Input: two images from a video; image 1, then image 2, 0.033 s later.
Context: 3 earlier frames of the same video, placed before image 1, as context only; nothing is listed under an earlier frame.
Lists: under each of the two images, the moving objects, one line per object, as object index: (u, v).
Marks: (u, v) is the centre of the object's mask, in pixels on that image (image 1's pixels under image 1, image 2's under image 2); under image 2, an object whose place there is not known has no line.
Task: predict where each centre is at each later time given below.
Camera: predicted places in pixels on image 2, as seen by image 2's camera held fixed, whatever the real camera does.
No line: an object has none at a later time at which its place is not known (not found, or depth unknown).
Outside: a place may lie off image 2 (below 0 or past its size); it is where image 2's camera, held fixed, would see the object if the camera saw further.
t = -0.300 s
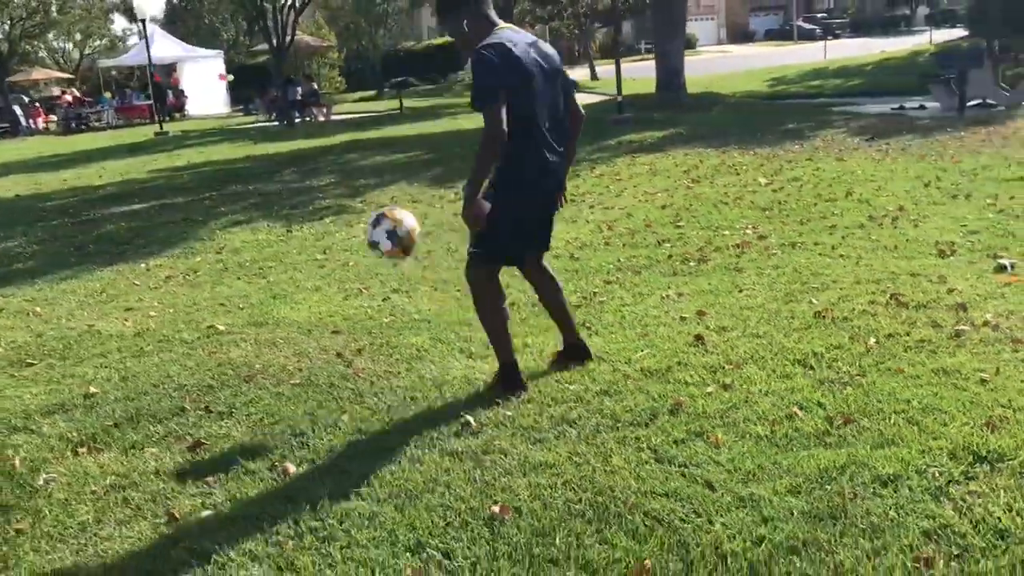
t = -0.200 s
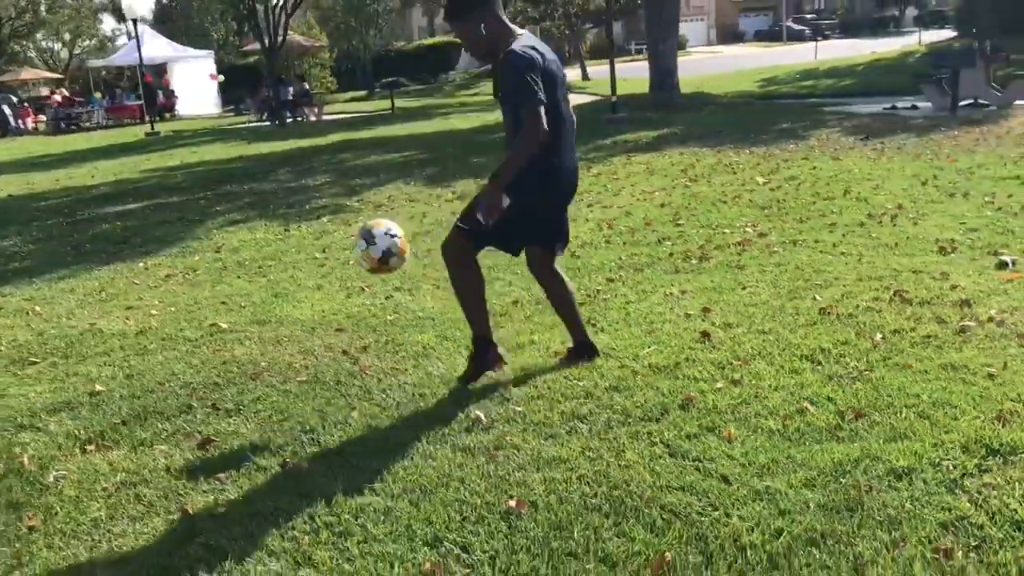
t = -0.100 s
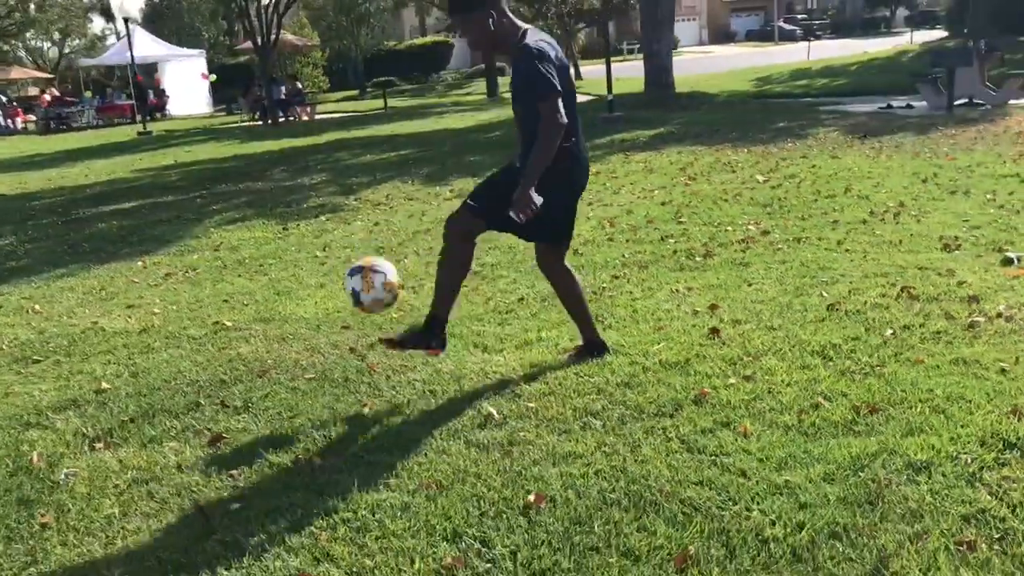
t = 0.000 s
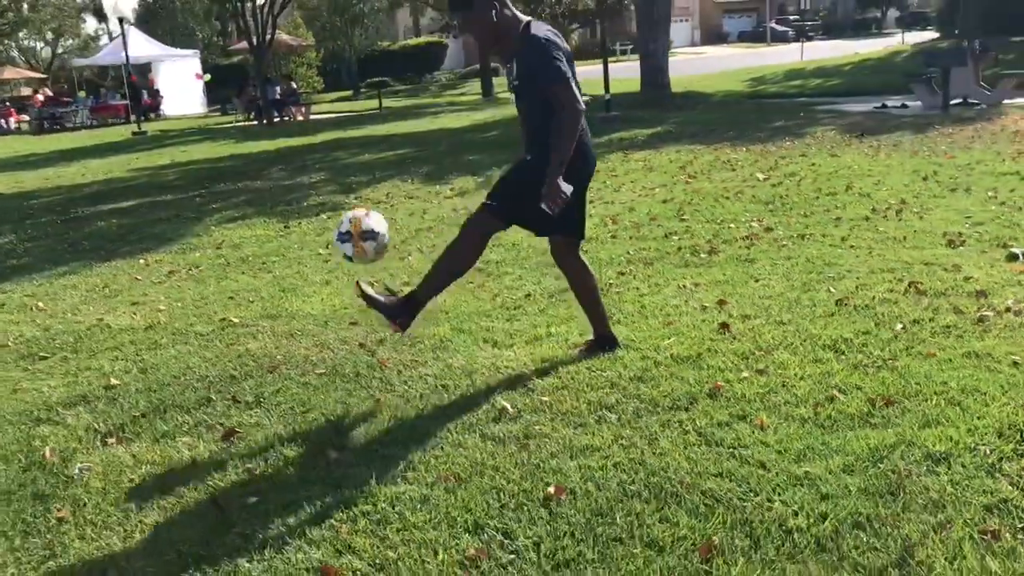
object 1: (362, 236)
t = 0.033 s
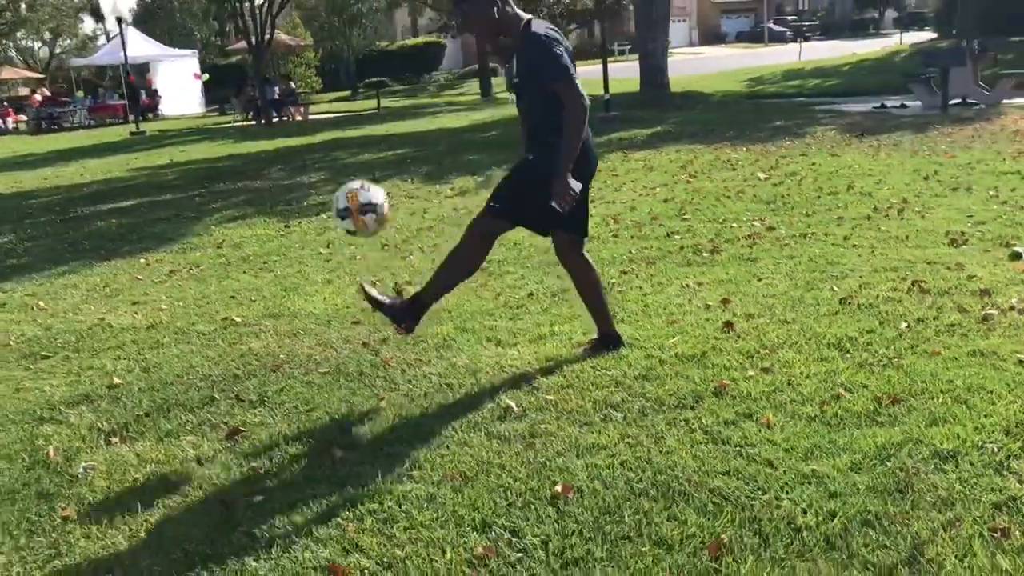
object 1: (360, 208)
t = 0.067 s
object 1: (357, 184)
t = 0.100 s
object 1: (355, 163)
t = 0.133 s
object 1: (355, 144)
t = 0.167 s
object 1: (353, 129)
